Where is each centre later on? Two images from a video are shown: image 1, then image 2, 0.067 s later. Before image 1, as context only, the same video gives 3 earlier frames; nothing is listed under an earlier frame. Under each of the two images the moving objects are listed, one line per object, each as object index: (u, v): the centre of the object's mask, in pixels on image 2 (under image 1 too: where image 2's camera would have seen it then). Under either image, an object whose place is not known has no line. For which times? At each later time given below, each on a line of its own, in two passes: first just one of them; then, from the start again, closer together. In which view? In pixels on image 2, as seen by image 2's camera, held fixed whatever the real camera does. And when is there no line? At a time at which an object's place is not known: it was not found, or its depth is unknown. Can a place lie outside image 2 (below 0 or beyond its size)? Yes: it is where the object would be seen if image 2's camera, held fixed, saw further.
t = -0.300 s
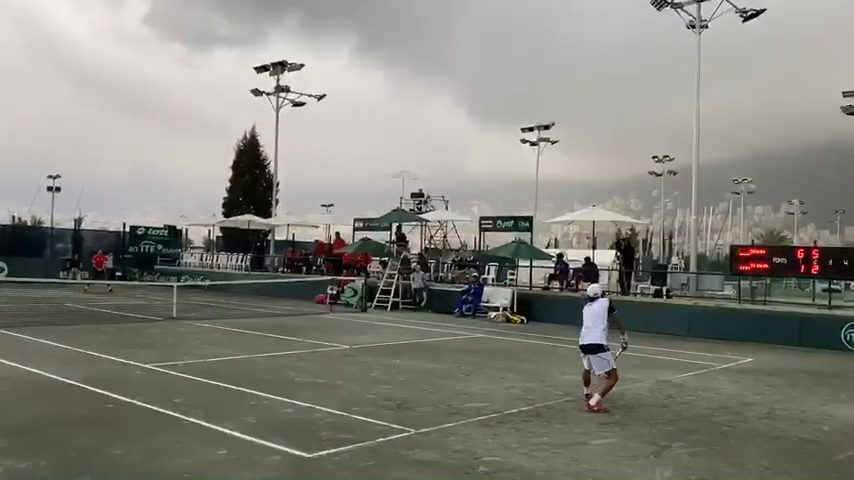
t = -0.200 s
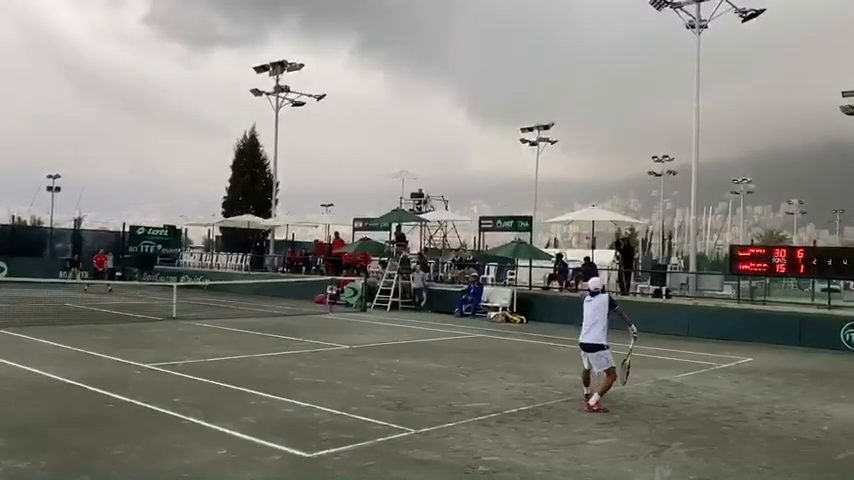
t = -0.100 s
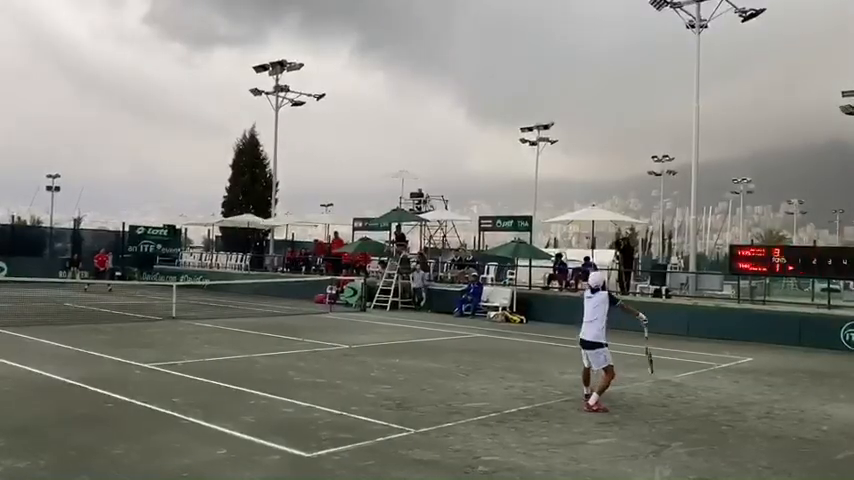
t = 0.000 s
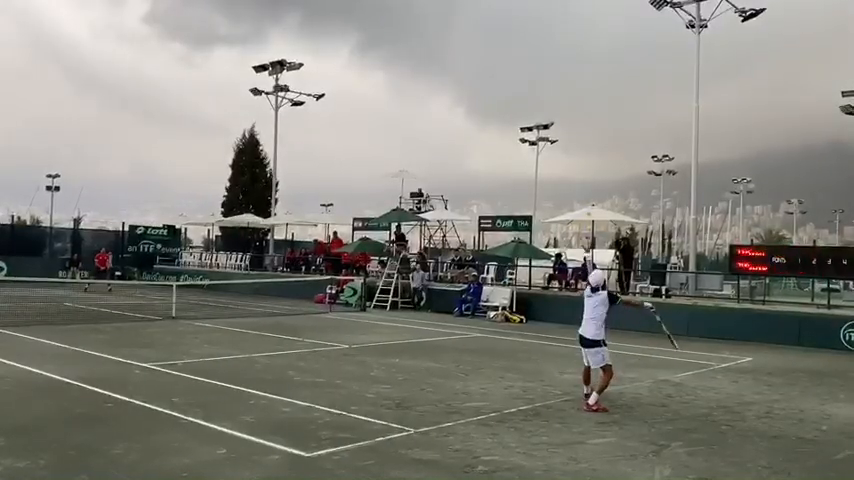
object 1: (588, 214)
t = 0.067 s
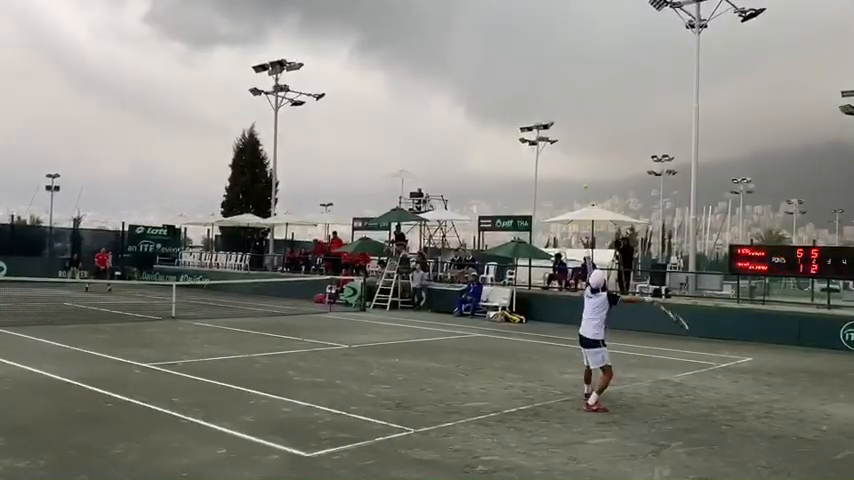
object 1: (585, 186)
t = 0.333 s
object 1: (576, 118)
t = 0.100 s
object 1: (584, 174)
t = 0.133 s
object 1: (583, 163)
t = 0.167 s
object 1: (582, 152)
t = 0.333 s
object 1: (576, 118)
